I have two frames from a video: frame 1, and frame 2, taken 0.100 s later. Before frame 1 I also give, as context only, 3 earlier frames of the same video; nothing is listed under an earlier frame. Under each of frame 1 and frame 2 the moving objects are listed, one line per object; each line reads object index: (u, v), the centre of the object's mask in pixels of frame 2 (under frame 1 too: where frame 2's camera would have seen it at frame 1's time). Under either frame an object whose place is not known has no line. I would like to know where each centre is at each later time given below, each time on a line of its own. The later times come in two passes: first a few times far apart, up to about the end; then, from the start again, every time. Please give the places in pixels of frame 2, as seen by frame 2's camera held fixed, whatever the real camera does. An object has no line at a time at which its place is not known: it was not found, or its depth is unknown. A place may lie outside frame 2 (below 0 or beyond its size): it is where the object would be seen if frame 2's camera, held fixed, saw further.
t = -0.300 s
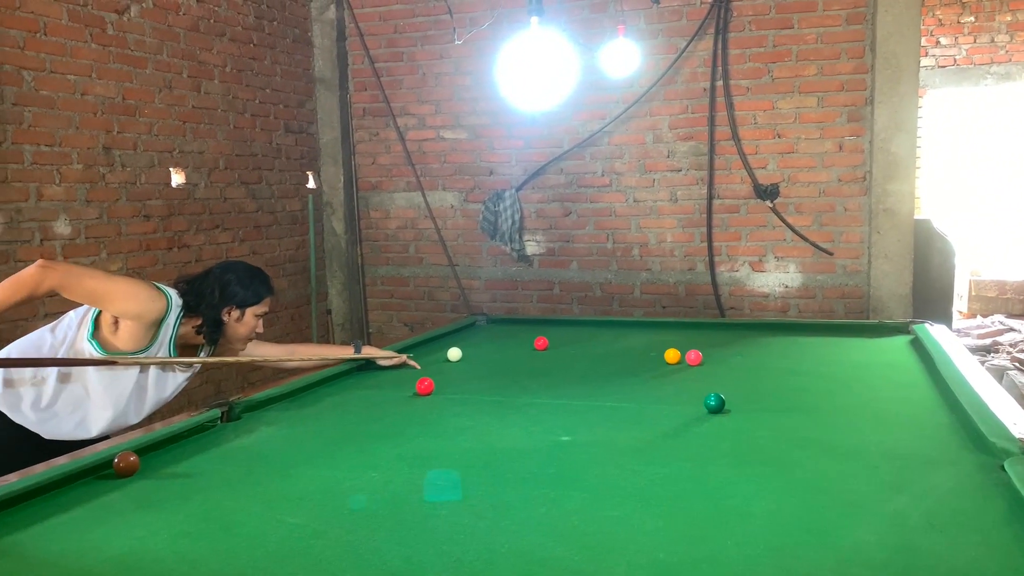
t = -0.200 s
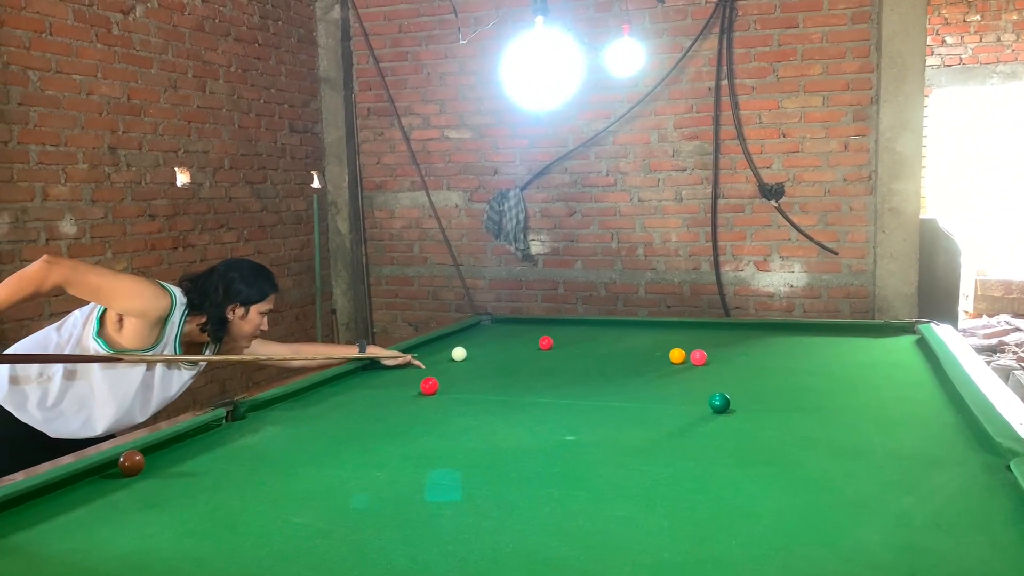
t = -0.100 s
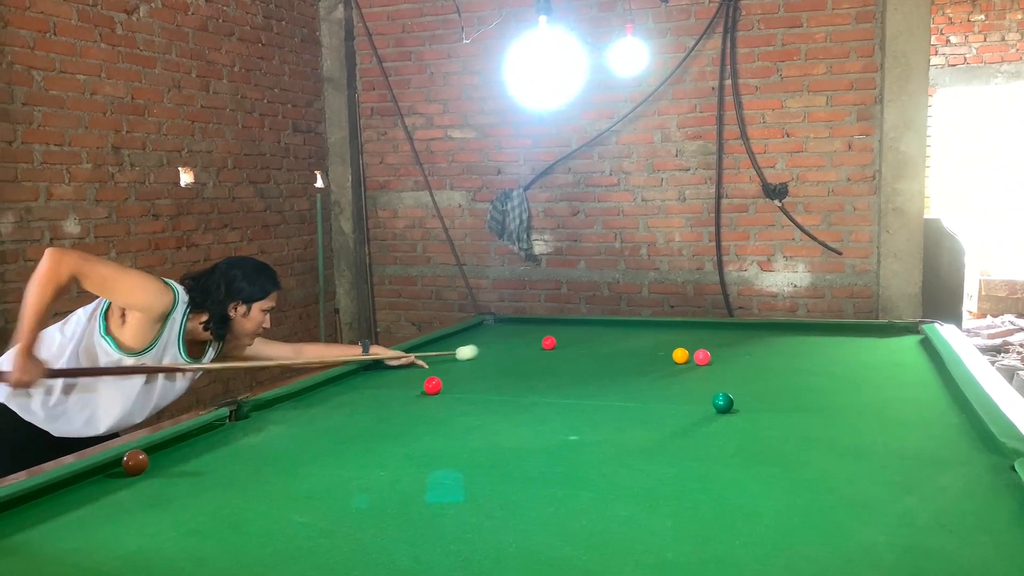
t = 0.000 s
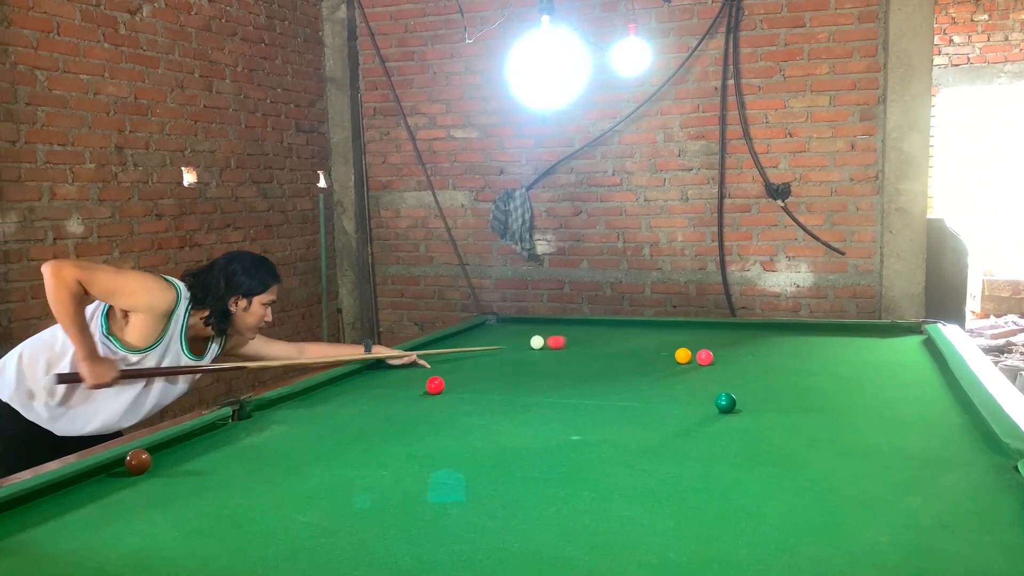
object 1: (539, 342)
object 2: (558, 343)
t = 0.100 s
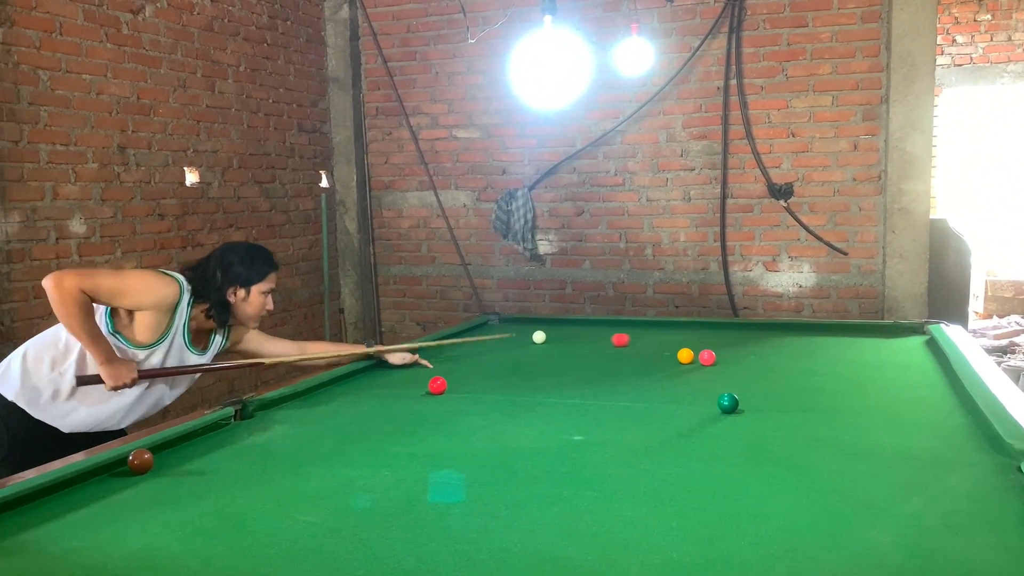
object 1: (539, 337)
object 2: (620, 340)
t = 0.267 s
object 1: (545, 329)
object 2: (704, 336)
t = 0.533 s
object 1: (547, 319)
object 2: (815, 331)
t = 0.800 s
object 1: (510, 326)
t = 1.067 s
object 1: (473, 332)
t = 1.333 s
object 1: (451, 338)
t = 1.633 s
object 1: (444, 345)
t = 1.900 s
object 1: (437, 350)
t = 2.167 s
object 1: (429, 356)
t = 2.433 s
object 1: (421, 361)
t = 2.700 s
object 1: (412, 366)
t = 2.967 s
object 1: (403, 371)
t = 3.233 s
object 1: (395, 375)
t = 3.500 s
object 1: (387, 379)
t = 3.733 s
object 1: (382, 381)
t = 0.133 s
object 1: (540, 335)
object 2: (639, 339)
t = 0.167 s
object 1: (541, 334)
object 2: (657, 338)
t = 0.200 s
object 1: (542, 332)
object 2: (673, 338)
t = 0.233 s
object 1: (543, 331)
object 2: (689, 337)
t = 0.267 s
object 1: (545, 329)
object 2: (704, 336)
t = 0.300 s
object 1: (546, 327)
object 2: (718, 336)
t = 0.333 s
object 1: (547, 326)
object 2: (732, 335)
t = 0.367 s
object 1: (548, 325)
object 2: (747, 334)
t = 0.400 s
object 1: (548, 323)
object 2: (761, 334)
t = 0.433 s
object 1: (549, 322)
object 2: (775, 333)
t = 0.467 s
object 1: (550, 320)
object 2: (789, 332)
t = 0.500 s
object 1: (551, 319)
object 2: (802, 332)
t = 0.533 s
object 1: (547, 319)
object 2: (815, 331)
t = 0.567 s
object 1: (542, 321)
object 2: (829, 331)
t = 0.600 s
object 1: (537, 322)
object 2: (842, 330)
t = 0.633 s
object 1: (533, 322)
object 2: (855, 330)
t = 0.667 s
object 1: (528, 323)
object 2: (868, 329)
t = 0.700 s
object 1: (524, 324)
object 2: (881, 328)
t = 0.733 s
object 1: (519, 325)
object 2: (894, 328)
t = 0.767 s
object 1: (515, 325)
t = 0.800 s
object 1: (510, 326)
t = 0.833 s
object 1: (506, 327)
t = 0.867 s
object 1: (501, 328)
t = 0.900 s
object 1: (496, 328)
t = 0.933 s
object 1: (492, 329)
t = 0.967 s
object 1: (487, 330)
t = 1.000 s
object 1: (482, 331)
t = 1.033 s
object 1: (478, 332)
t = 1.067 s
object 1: (473, 332)
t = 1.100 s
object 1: (468, 333)
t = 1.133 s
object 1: (464, 334)
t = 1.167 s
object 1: (459, 334)
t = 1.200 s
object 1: (454, 335)
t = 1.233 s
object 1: (453, 336)
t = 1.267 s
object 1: (453, 337)
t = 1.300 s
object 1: (452, 338)
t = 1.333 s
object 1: (451, 338)
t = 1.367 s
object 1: (450, 339)
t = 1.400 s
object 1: (449, 340)
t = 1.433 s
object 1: (449, 340)
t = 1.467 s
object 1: (448, 341)
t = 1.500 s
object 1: (447, 342)
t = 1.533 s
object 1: (446, 342)
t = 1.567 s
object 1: (445, 343)
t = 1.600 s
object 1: (445, 344)
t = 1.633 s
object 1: (444, 345)
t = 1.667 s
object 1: (443, 345)
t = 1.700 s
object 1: (442, 346)
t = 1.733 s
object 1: (441, 347)
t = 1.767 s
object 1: (441, 347)
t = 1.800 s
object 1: (440, 348)
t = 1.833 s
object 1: (439, 349)
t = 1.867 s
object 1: (438, 350)
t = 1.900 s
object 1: (437, 350)
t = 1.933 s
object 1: (436, 351)
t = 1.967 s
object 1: (435, 352)
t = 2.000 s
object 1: (434, 352)
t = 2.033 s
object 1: (434, 353)
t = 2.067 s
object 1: (432, 354)
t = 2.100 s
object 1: (431, 354)
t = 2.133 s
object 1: (431, 355)
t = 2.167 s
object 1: (429, 356)
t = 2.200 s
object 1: (429, 356)
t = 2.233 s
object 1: (428, 357)
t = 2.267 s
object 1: (426, 358)
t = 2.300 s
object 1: (426, 358)
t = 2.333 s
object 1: (424, 359)
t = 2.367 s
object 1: (423, 360)
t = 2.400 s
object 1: (422, 360)
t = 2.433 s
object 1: (421, 361)
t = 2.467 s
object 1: (420, 362)
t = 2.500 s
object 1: (419, 362)
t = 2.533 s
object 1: (418, 363)
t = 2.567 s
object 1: (417, 364)
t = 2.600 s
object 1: (416, 364)
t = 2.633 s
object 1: (415, 365)
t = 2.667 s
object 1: (414, 365)
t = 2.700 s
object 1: (412, 366)
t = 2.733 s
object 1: (411, 367)
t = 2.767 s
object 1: (410, 367)
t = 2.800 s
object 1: (409, 368)
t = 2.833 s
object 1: (408, 368)
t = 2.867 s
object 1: (407, 369)
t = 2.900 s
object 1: (406, 370)
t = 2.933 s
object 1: (404, 370)
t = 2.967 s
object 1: (403, 371)
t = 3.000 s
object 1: (402, 371)
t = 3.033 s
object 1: (401, 372)
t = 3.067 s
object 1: (400, 372)
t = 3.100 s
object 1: (399, 373)
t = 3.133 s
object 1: (398, 373)
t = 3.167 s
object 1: (397, 374)
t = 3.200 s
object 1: (396, 374)
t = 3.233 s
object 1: (395, 375)
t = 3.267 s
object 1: (394, 375)
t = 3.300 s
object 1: (393, 376)
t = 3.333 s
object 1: (392, 376)
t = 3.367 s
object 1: (391, 377)
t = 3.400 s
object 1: (390, 377)
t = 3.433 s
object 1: (389, 378)
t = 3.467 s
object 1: (388, 378)
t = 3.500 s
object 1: (387, 379)
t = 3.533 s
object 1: (386, 379)
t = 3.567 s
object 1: (386, 379)
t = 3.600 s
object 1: (385, 380)
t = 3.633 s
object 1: (384, 380)
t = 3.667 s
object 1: (383, 380)
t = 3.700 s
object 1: (382, 381)
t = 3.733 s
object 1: (382, 381)
